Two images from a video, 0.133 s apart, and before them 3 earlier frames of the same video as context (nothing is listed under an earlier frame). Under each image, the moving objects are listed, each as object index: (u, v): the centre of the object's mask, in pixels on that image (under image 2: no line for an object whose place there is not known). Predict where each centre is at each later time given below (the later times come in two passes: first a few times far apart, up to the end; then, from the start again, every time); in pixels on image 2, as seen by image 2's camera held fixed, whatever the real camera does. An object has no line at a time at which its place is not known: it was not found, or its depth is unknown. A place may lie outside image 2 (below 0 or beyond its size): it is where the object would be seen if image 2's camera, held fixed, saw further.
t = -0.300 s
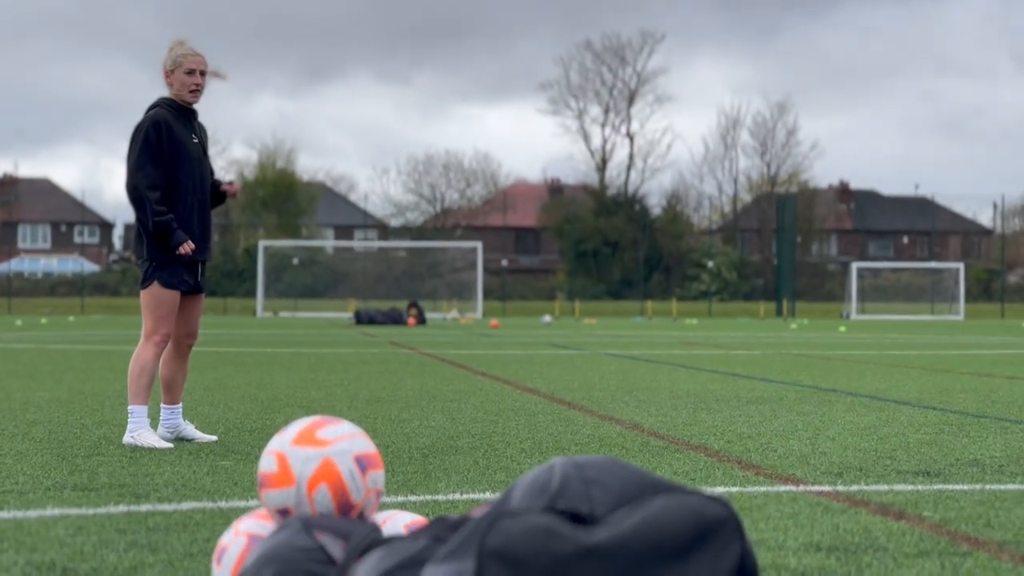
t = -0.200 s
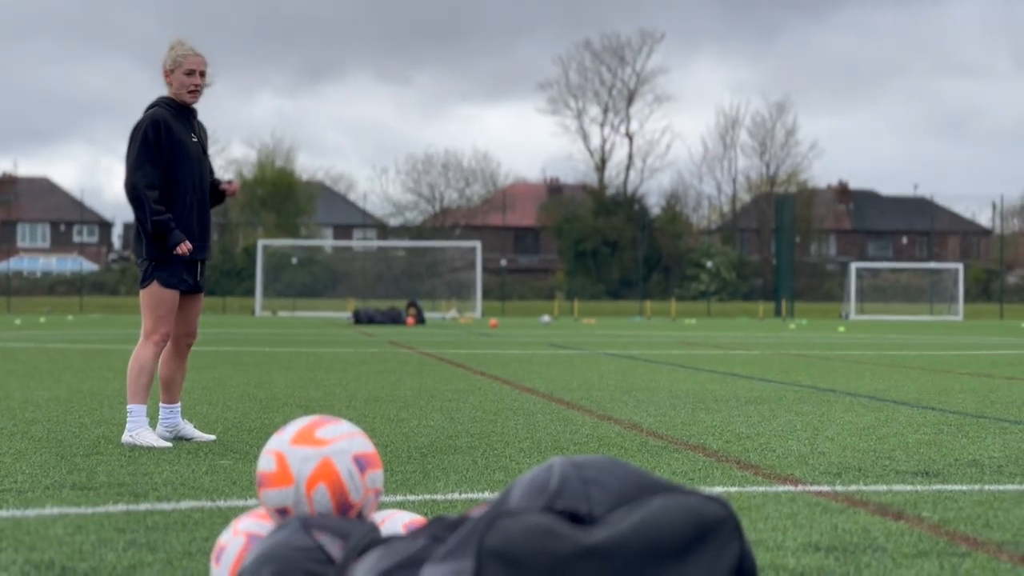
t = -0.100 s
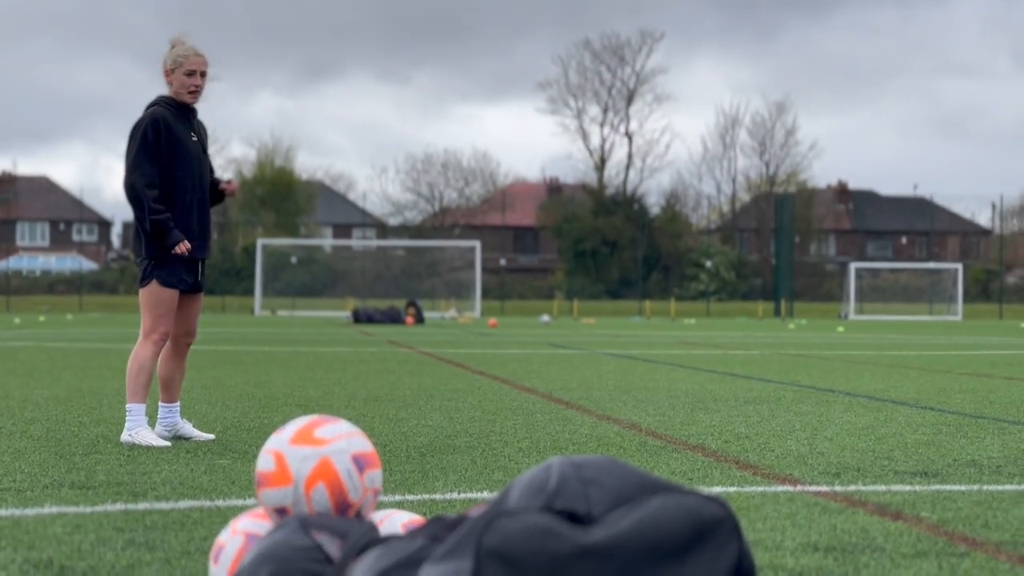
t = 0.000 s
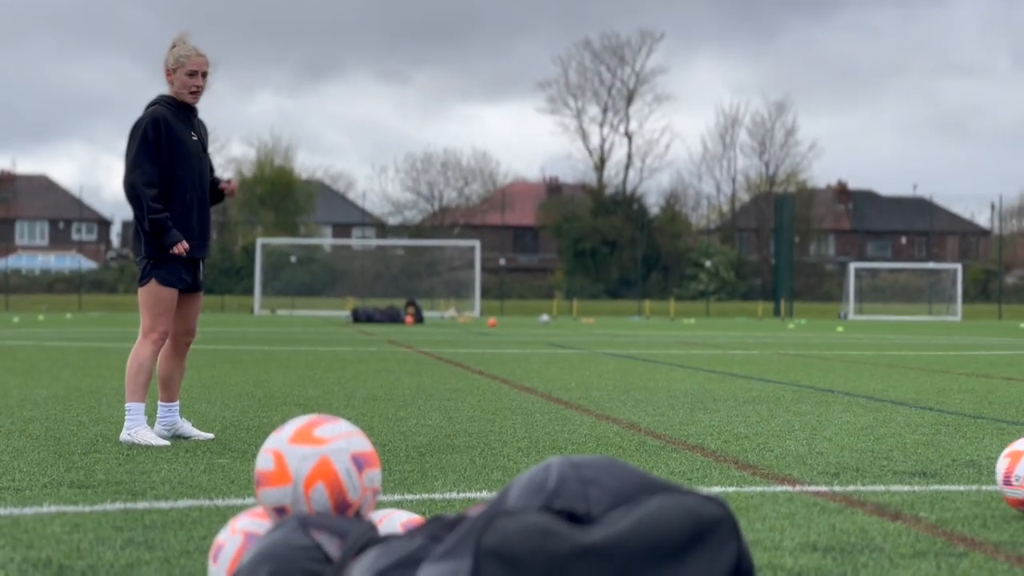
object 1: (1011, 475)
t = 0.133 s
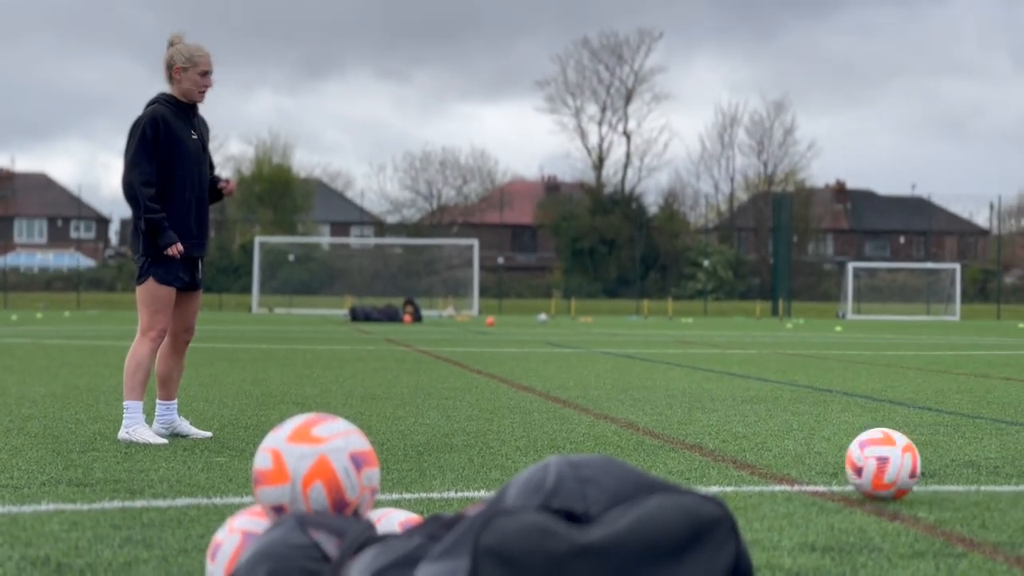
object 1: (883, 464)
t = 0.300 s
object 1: (748, 451)
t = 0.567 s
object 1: (607, 434)
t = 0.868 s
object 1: (482, 428)
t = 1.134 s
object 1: (397, 420)
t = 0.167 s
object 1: (850, 463)
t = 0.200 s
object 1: (821, 459)
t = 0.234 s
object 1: (796, 454)
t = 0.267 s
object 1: (772, 451)
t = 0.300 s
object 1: (748, 451)
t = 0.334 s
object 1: (726, 452)
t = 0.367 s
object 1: (708, 444)
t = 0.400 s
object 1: (690, 440)
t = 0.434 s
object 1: (672, 439)
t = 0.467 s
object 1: (656, 440)
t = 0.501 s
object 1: (639, 443)
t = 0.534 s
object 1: (623, 437)
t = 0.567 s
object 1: (607, 434)
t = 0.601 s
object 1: (591, 433)
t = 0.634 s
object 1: (575, 434)
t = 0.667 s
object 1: (560, 432)
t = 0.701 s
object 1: (546, 432)
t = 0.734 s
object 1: (532, 434)
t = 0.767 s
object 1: (519, 433)
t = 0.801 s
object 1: (507, 431)
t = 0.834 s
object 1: (494, 430)
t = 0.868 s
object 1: (482, 428)
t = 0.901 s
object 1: (470, 427)
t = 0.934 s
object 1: (459, 426)
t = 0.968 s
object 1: (448, 426)
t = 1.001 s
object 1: (437, 423)
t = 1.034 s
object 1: (427, 421)
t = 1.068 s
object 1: (417, 421)
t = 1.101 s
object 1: (407, 421)
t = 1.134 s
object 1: (397, 420)
